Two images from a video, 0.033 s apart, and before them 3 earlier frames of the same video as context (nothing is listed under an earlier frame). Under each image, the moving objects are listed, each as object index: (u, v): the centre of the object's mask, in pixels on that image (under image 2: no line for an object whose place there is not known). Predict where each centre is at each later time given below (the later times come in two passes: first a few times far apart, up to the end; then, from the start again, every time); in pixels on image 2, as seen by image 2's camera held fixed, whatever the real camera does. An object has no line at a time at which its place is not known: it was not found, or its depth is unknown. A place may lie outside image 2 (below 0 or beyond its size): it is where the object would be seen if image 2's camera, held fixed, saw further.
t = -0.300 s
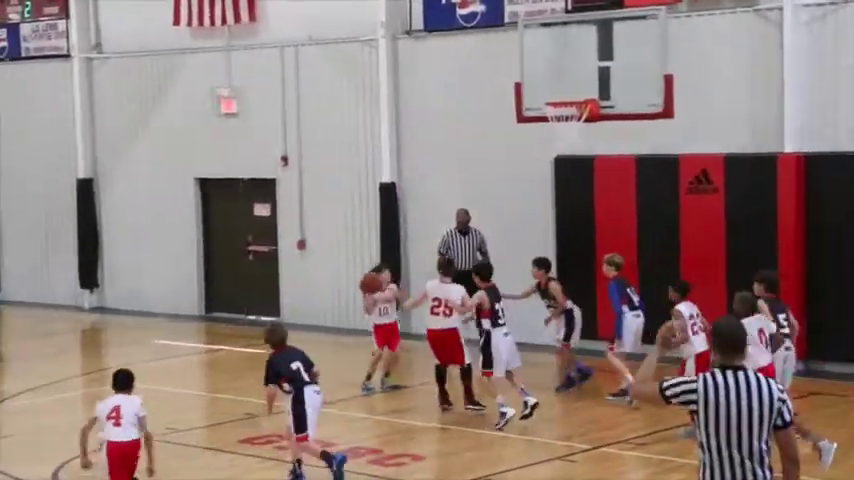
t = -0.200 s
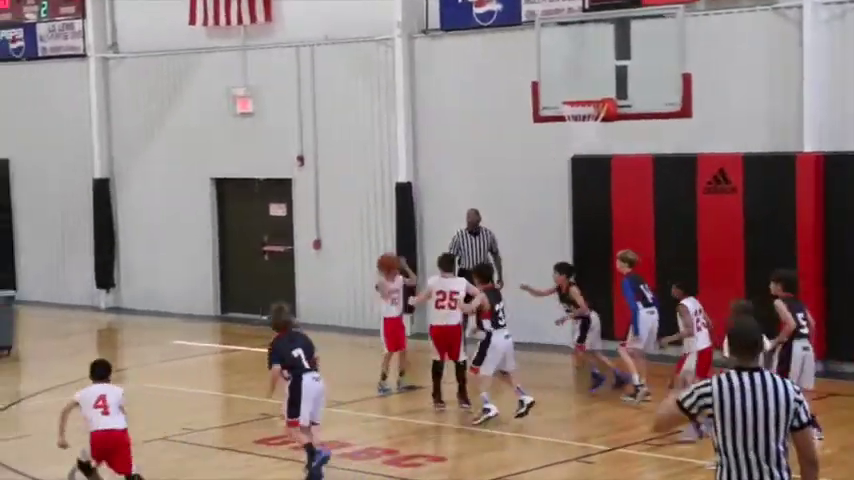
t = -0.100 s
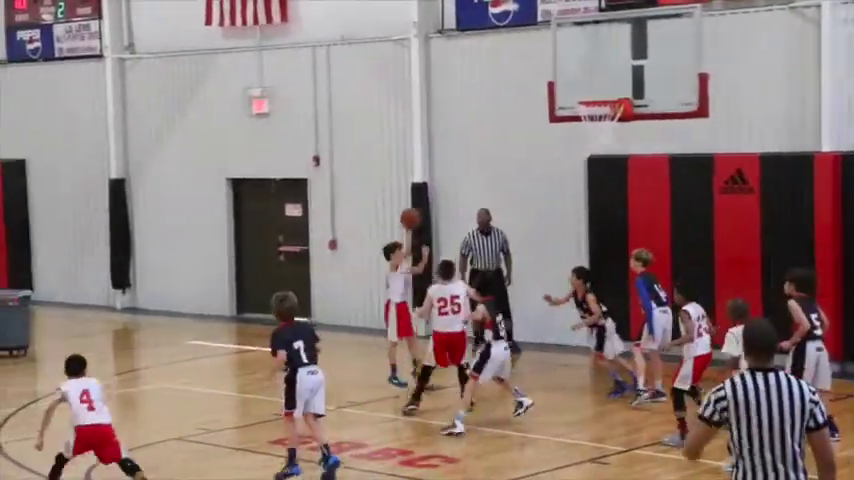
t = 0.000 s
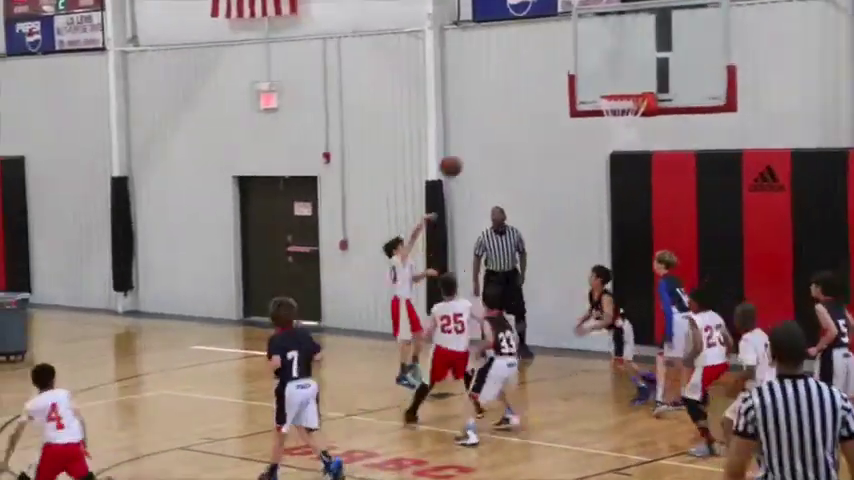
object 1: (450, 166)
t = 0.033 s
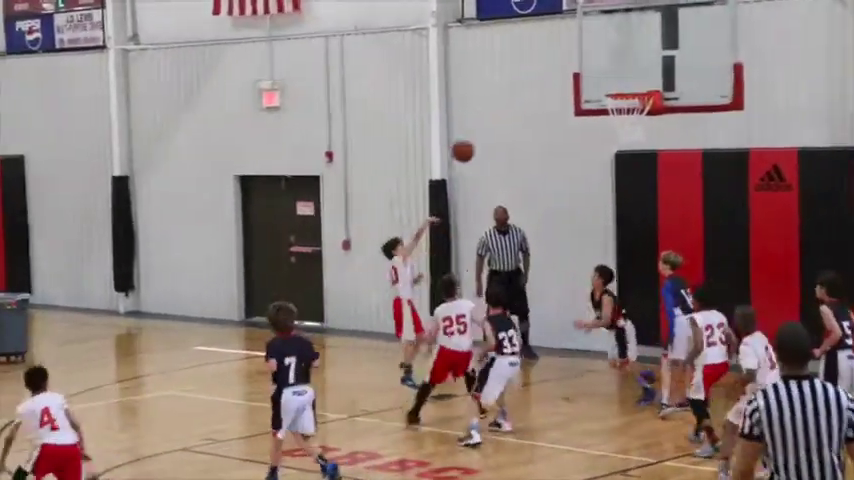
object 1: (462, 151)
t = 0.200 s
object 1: (507, 90)
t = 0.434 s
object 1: (570, 49)
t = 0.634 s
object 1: (617, 57)
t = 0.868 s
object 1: (626, 91)
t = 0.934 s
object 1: (628, 91)
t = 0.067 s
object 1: (472, 137)
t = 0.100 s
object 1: (480, 124)
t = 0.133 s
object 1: (489, 111)
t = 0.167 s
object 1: (498, 100)
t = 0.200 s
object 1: (507, 90)
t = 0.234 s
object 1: (515, 81)
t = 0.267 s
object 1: (525, 73)
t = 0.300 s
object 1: (533, 66)
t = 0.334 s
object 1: (542, 60)
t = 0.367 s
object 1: (551, 55)
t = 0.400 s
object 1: (561, 52)
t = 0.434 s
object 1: (570, 49)
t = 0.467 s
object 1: (579, 48)
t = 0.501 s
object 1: (588, 47)
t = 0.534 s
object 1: (597, 48)
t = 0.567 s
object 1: (606, 50)
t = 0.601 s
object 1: (615, 53)
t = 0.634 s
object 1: (617, 57)
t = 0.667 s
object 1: (618, 62)
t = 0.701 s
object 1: (618, 67)
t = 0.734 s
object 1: (618, 75)
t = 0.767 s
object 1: (618, 82)
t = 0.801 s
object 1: (620, 83)
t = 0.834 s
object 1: (623, 87)
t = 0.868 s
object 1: (626, 91)
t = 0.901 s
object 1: (625, 95)
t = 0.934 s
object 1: (628, 91)
